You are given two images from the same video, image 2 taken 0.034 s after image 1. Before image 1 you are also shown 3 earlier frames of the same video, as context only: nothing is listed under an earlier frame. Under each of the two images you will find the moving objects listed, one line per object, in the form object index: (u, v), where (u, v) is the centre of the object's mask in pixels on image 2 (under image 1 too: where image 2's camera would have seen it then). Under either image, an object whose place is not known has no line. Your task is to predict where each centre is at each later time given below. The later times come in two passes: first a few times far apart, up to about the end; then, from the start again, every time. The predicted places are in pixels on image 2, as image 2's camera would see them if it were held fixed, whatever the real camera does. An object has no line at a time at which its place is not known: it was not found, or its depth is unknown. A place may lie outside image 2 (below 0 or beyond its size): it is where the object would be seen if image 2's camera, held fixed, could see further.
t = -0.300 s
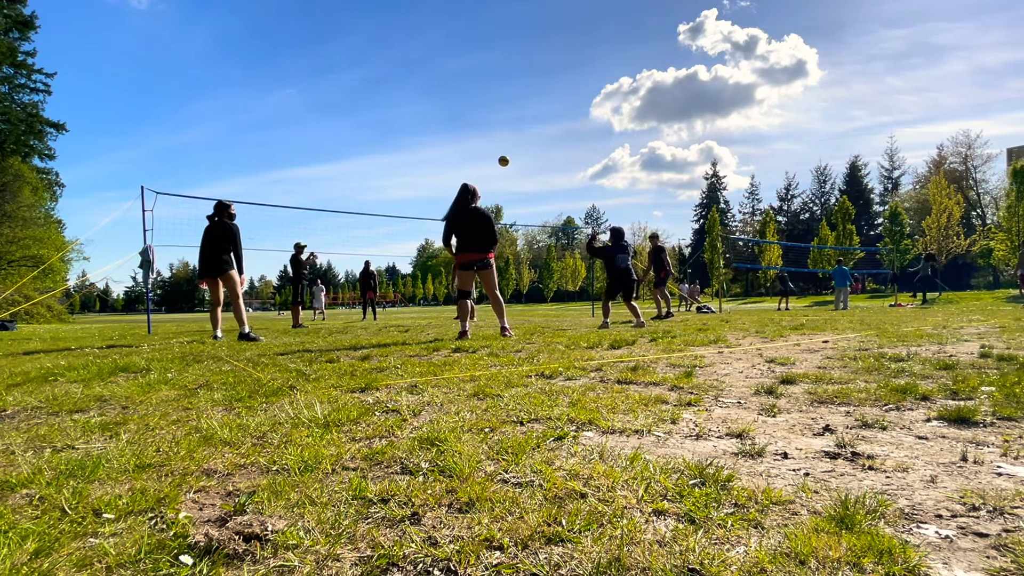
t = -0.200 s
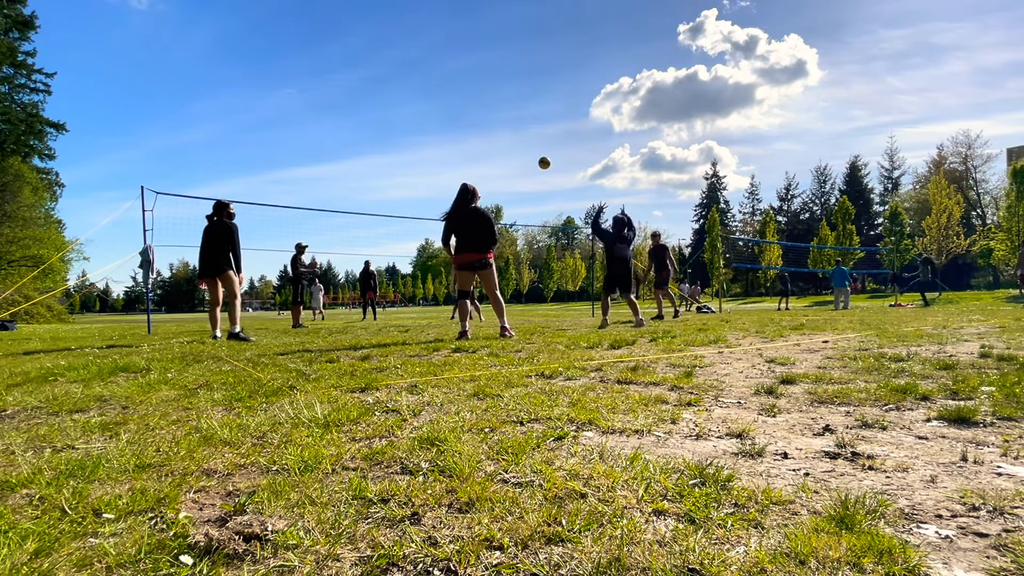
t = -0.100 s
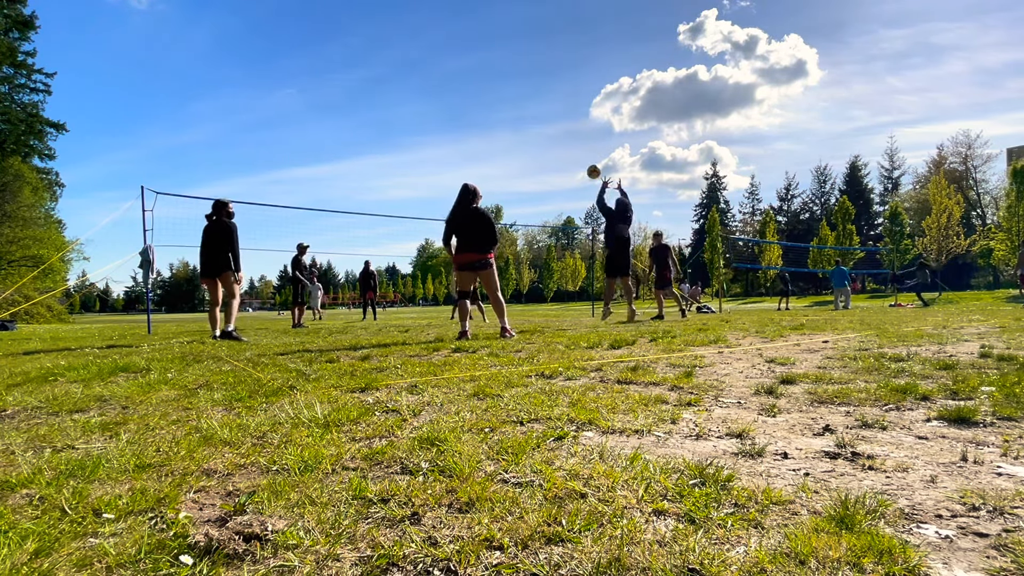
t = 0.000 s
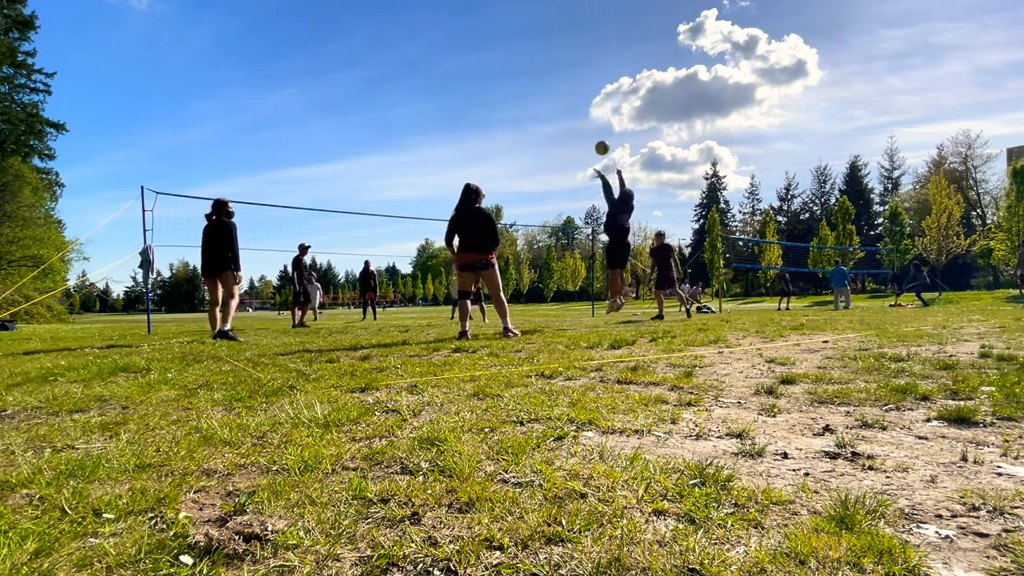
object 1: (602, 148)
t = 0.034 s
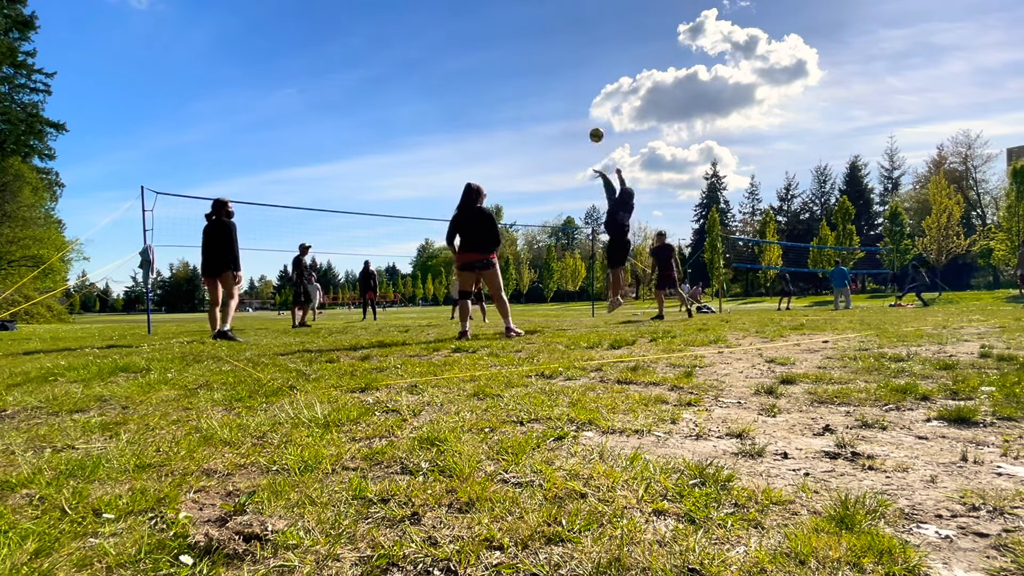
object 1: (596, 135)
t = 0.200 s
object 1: (570, 84)
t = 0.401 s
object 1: (541, 49)
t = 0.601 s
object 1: (515, 40)
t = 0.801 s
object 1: (490, 54)
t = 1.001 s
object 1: (468, 89)
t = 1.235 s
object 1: (443, 156)
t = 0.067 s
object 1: (591, 123)
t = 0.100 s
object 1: (585, 112)
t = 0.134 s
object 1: (580, 102)
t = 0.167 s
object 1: (575, 93)
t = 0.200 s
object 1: (570, 84)
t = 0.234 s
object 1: (565, 77)
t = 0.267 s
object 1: (560, 69)
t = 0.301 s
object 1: (555, 63)
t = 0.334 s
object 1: (550, 58)
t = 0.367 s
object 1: (546, 53)
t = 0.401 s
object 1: (541, 49)
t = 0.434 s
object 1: (536, 46)
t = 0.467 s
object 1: (532, 43)
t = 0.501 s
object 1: (527, 42)
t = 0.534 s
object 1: (523, 41)
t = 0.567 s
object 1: (519, 40)
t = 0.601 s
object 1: (515, 40)
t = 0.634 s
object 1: (510, 41)
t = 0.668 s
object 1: (506, 42)
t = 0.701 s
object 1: (502, 44)
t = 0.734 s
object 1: (498, 46)
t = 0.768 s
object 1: (494, 50)
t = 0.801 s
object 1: (490, 54)
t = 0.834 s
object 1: (486, 58)
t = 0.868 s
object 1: (482, 63)
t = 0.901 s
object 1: (479, 69)
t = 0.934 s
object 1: (475, 75)
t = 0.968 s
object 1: (471, 82)
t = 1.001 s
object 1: (468, 89)
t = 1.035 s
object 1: (464, 97)
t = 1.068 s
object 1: (461, 106)
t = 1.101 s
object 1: (457, 114)
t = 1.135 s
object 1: (453, 124)
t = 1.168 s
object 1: (450, 134)
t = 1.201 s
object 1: (447, 144)
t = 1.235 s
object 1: (443, 156)
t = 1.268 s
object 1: (440, 167)
